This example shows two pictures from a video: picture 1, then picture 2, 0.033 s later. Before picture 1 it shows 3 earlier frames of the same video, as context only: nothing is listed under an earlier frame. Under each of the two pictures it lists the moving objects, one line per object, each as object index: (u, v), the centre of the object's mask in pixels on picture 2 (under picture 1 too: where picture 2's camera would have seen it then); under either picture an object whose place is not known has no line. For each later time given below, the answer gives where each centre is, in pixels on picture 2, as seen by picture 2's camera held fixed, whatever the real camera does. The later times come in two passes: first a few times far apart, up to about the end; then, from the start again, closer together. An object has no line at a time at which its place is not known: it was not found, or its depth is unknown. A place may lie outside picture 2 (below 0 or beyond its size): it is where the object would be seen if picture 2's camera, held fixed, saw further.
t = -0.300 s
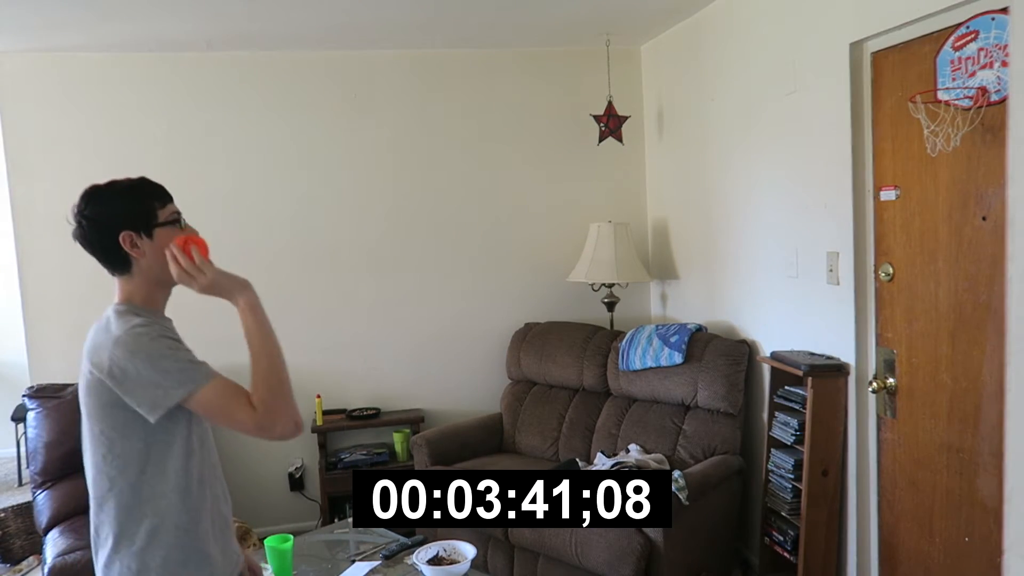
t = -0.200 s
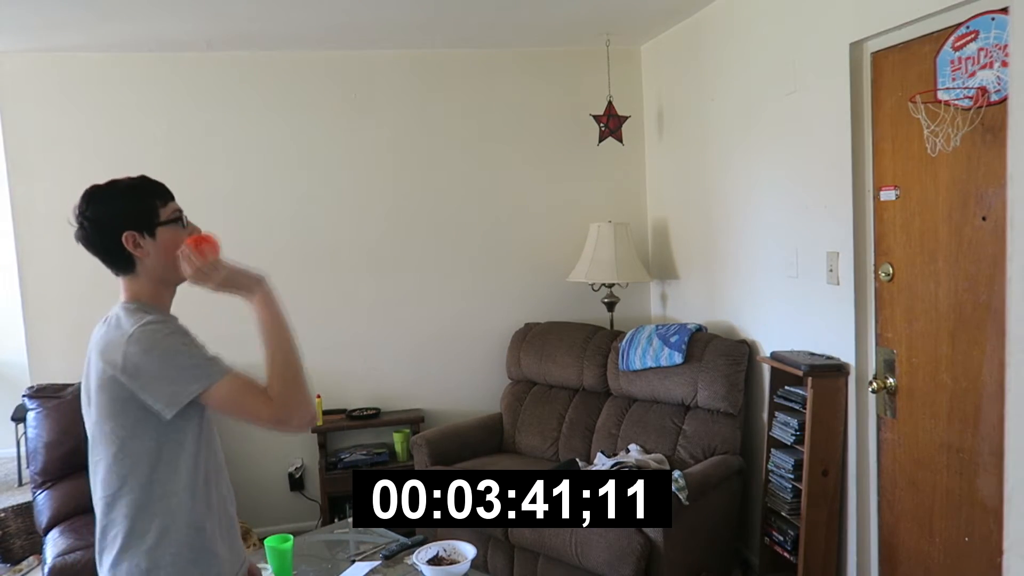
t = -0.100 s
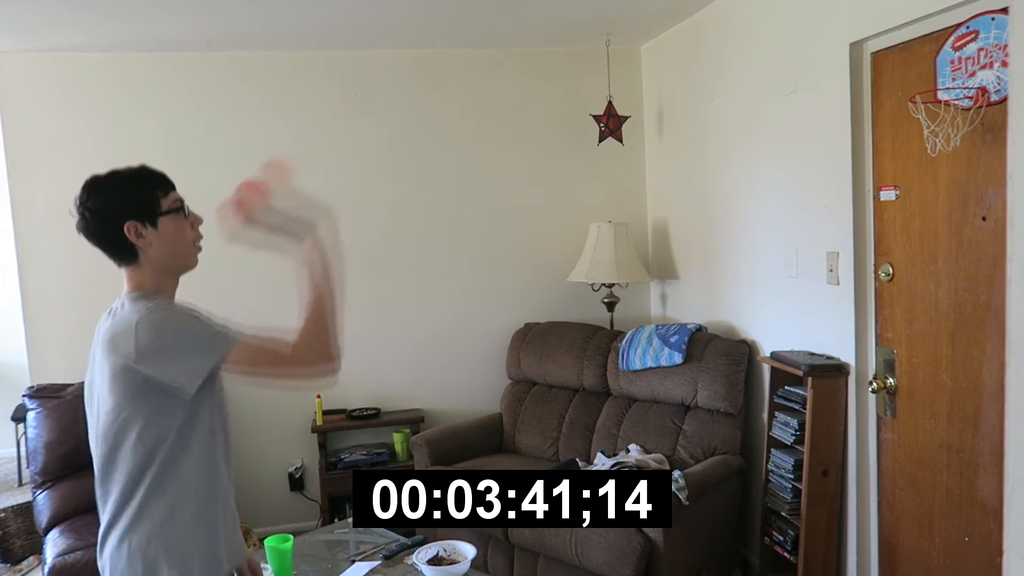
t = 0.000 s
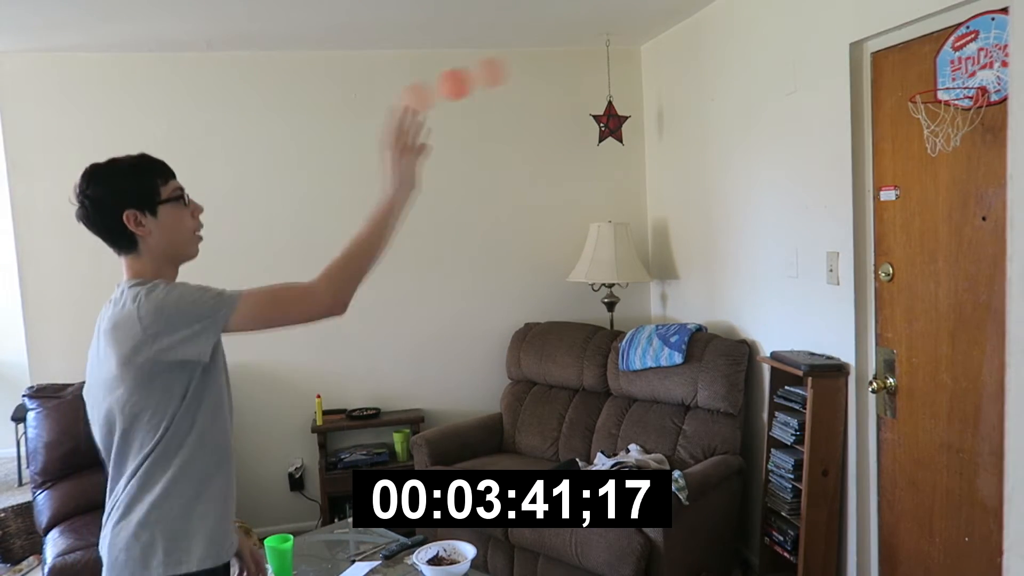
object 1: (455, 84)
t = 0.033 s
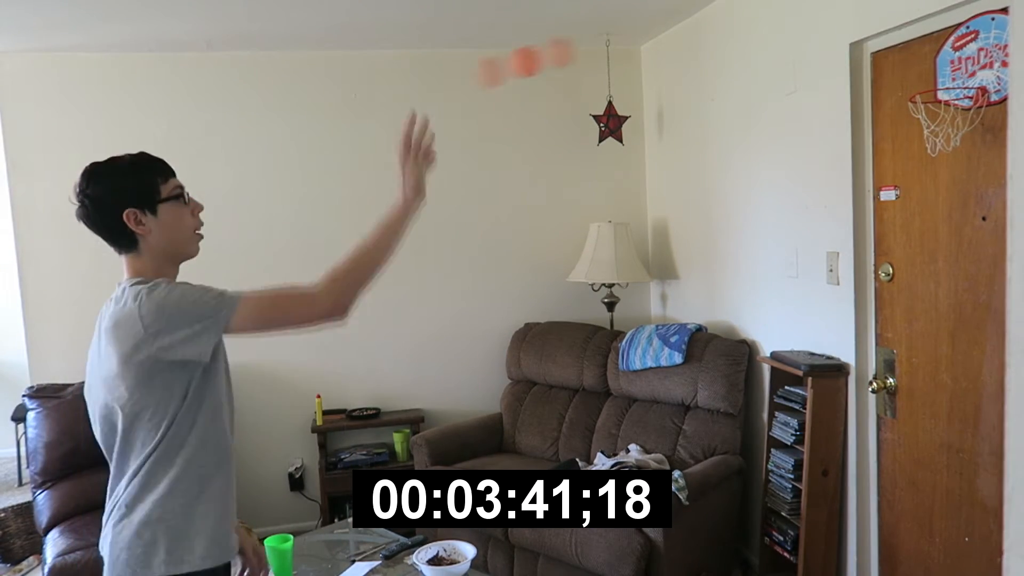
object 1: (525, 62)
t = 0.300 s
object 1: (931, 55)
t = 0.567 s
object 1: (793, 261)
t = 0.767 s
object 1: (705, 542)
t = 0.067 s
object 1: (591, 45)
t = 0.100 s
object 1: (652, 34)
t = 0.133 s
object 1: (709, 27)
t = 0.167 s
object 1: (764, 26)
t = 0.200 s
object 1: (814, 27)
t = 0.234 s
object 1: (862, 32)
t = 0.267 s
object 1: (908, 44)
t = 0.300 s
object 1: (931, 55)
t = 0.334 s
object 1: (917, 70)
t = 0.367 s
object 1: (898, 86)
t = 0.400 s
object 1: (879, 109)
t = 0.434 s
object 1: (862, 131)
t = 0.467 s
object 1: (843, 160)
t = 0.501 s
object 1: (827, 188)
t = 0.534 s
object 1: (809, 224)
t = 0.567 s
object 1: (793, 261)
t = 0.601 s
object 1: (776, 306)
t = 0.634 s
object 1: (759, 351)
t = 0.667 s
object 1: (745, 397)
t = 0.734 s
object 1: (717, 498)
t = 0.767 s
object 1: (705, 542)
